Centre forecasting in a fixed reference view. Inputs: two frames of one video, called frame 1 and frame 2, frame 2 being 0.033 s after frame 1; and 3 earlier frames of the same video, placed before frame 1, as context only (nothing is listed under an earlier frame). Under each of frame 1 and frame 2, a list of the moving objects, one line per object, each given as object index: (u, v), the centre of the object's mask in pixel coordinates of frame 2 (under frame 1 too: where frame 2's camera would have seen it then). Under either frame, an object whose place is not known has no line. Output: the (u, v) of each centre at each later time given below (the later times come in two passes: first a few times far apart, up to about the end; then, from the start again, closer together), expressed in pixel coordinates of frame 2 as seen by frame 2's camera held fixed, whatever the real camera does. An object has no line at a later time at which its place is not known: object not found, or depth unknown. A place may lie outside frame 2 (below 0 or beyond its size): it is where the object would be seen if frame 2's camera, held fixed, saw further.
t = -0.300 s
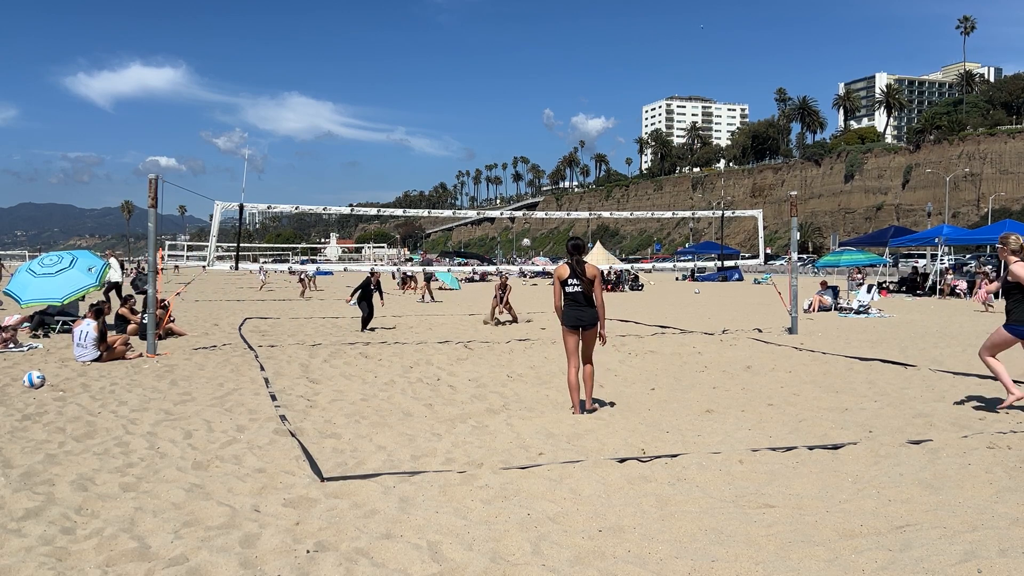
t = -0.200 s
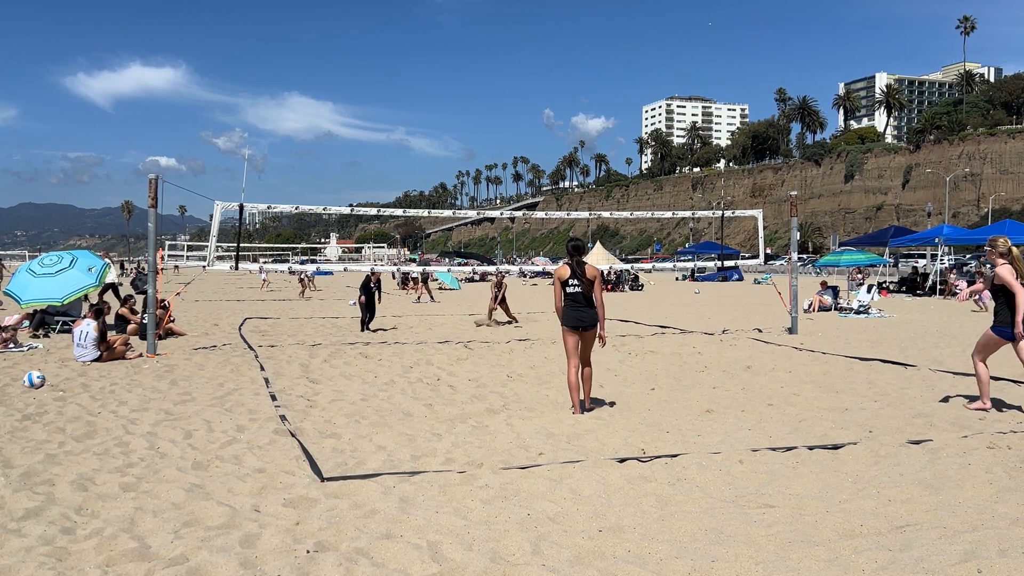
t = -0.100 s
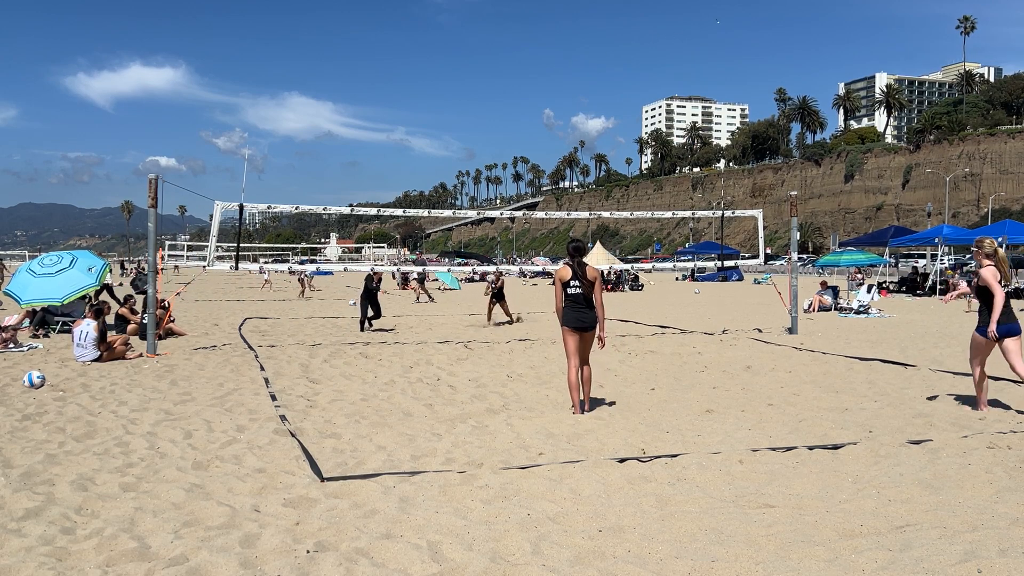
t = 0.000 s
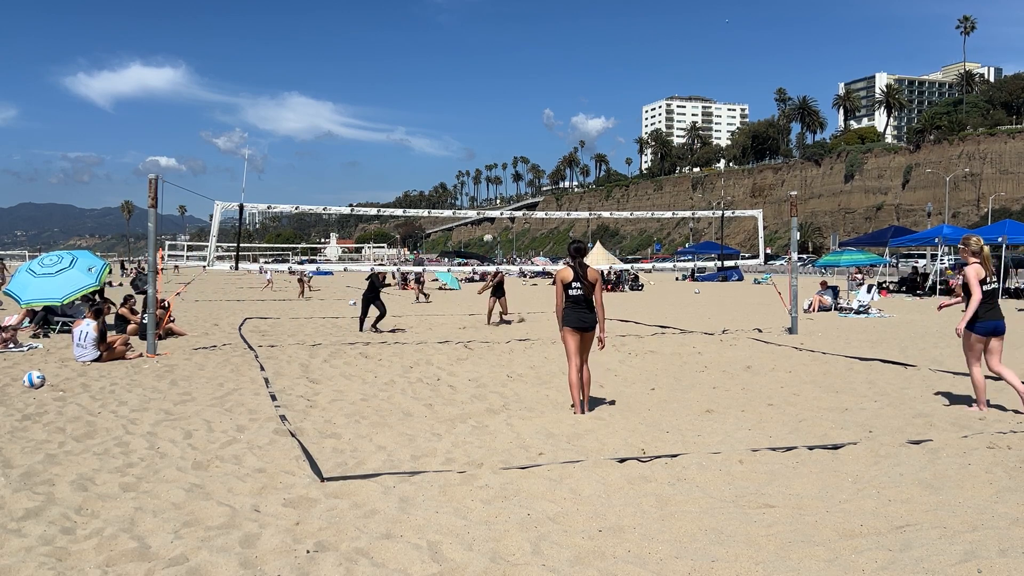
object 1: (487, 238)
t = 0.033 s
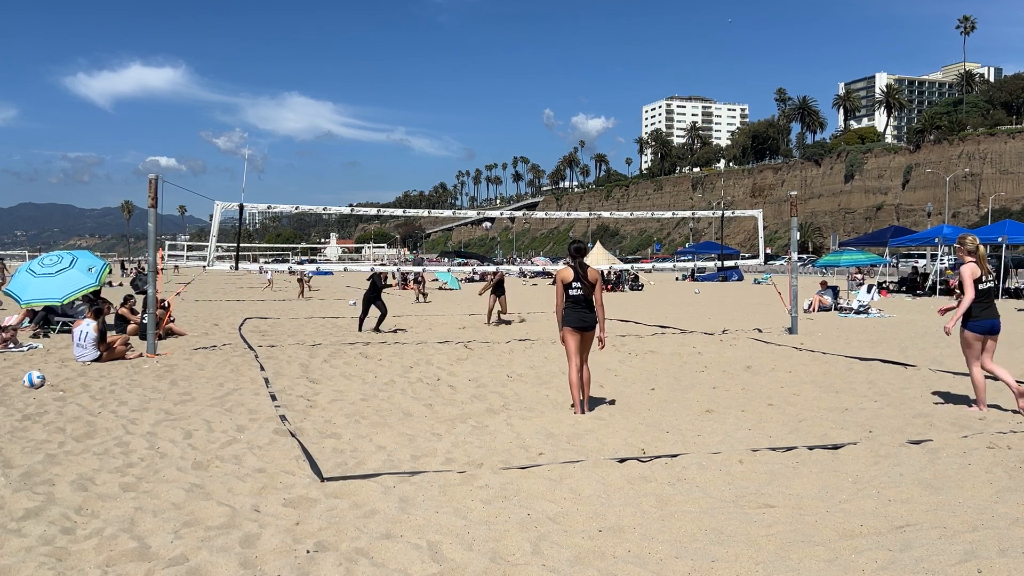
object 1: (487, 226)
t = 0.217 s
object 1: (481, 165)
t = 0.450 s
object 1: (474, 109)
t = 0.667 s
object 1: (467, 77)
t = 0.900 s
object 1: (460, 68)
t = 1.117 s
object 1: (454, 83)
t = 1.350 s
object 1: (451, 127)
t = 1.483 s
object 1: (449, 165)
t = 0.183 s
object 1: (482, 175)
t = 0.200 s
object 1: (481, 170)
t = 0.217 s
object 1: (481, 165)
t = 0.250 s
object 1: (480, 156)
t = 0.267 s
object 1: (480, 151)
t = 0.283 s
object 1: (479, 147)
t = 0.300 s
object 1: (479, 143)
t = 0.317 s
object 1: (478, 138)
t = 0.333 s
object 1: (478, 134)
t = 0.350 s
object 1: (477, 130)
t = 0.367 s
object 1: (476, 126)
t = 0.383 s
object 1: (476, 123)
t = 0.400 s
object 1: (476, 119)
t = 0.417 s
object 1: (474, 116)
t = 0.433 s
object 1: (474, 112)
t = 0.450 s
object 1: (474, 109)
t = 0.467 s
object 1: (473, 106)
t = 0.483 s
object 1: (472, 103)
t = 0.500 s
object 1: (472, 100)
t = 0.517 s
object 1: (472, 97)
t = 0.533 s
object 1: (471, 94)
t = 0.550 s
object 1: (471, 92)
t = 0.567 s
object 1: (470, 89)
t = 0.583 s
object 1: (469, 87)
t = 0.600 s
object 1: (469, 85)
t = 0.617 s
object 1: (468, 83)
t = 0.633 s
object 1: (468, 81)
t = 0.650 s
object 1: (467, 78)
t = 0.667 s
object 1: (467, 77)
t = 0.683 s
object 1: (466, 76)
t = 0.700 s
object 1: (466, 74)
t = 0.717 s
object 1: (465, 73)
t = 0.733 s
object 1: (465, 72)
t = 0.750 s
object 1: (464, 71)
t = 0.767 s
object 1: (464, 70)
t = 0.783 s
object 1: (463, 69)
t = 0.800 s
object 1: (463, 69)
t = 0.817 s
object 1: (462, 68)
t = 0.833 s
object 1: (462, 68)
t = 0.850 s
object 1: (461, 68)
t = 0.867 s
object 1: (461, 68)
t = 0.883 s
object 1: (460, 68)
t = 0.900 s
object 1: (460, 68)
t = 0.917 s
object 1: (459, 68)
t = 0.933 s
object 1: (459, 69)
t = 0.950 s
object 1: (459, 69)
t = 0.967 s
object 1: (458, 70)
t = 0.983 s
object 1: (458, 71)
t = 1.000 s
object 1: (457, 72)
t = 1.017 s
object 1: (457, 73)
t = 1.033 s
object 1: (457, 74)
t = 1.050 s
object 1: (456, 76)
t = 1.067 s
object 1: (456, 78)
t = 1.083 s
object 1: (455, 79)
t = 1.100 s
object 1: (455, 81)
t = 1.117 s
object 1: (454, 83)
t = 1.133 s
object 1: (454, 86)
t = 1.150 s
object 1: (454, 88)
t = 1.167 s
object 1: (454, 91)
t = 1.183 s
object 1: (453, 93)
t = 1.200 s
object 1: (453, 95)
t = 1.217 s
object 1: (453, 99)
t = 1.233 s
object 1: (452, 102)
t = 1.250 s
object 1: (452, 105)
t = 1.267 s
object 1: (452, 108)
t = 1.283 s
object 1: (452, 112)
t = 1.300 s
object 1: (451, 115)
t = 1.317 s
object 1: (451, 119)
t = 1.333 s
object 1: (451, 123)
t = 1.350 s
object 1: (451, 127)
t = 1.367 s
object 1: (450, 131)
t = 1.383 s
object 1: (450, 136)
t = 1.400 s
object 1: (450, 140)
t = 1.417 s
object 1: (450, 145)
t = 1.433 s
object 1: (450, 150)
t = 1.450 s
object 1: (449, 155)
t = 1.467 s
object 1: (449, 159)
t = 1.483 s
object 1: (449, 165)
